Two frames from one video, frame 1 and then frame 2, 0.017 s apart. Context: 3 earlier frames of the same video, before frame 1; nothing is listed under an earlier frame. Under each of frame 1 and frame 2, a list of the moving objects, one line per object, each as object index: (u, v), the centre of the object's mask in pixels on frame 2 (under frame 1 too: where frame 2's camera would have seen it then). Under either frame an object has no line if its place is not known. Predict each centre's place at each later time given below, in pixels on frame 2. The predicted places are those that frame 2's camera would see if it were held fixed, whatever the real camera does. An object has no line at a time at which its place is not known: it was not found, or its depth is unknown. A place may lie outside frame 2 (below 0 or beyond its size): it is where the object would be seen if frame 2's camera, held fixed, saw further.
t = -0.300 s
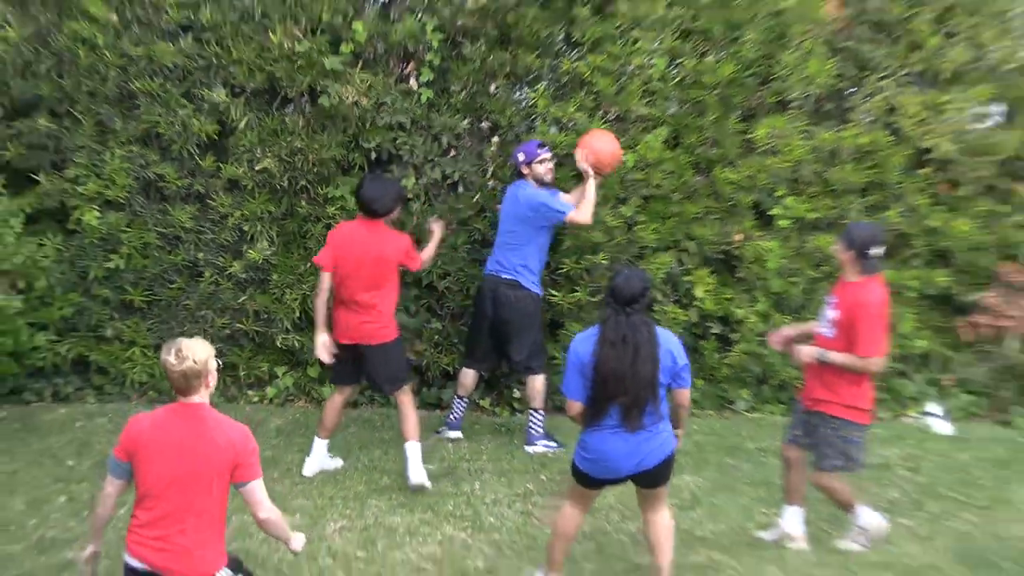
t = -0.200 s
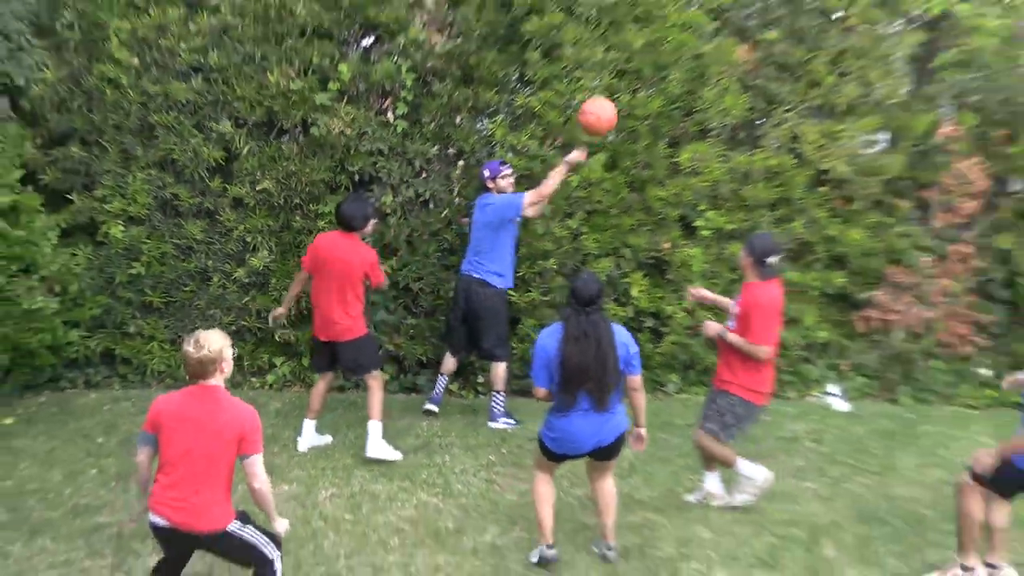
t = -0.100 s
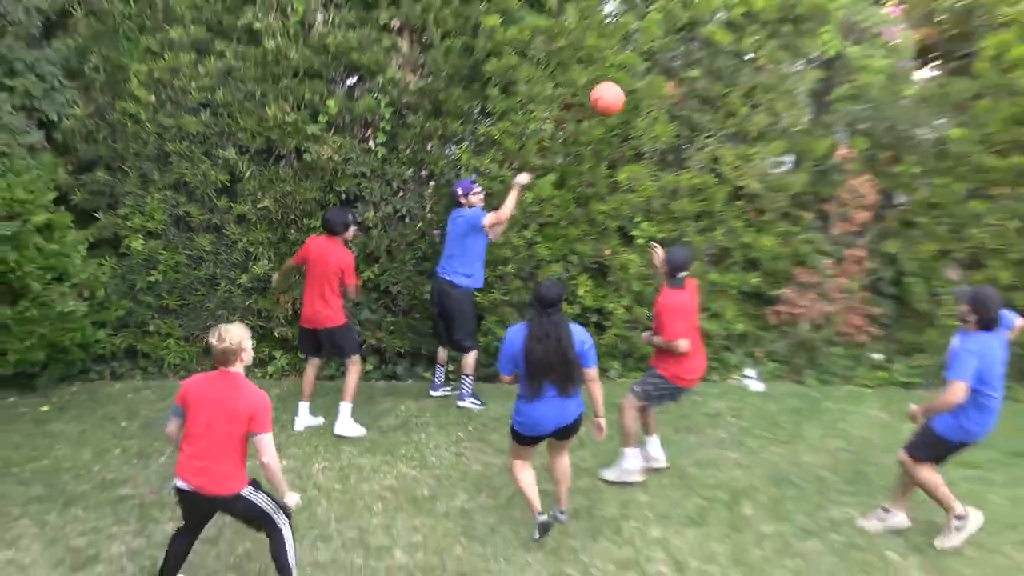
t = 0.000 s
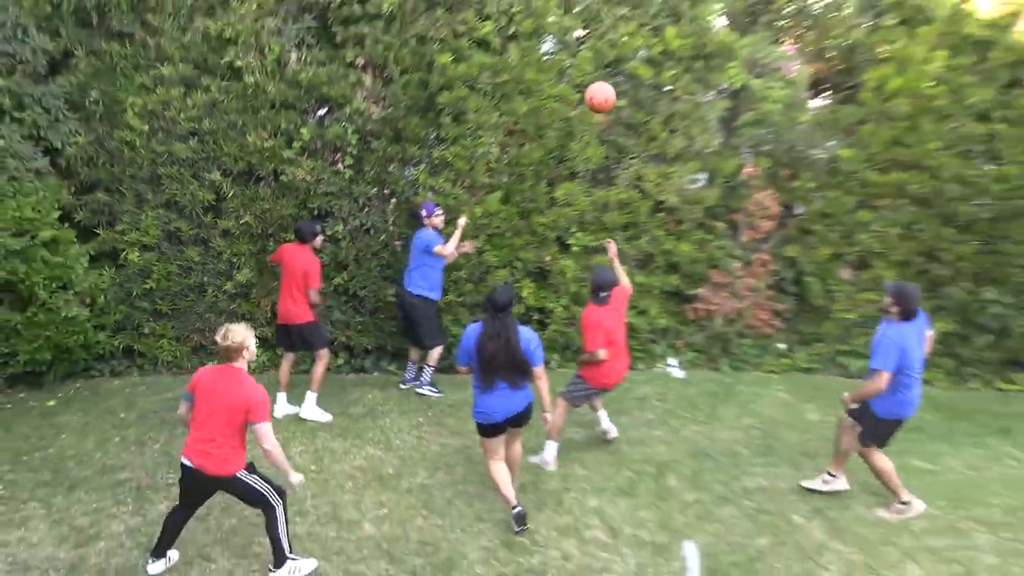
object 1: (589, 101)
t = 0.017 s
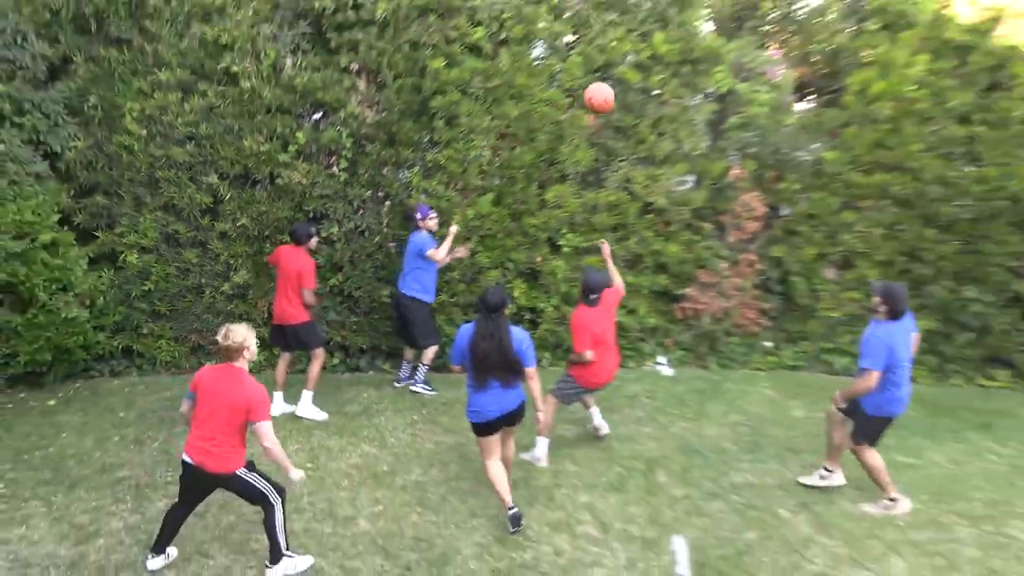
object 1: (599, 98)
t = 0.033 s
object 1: (608, 94)
